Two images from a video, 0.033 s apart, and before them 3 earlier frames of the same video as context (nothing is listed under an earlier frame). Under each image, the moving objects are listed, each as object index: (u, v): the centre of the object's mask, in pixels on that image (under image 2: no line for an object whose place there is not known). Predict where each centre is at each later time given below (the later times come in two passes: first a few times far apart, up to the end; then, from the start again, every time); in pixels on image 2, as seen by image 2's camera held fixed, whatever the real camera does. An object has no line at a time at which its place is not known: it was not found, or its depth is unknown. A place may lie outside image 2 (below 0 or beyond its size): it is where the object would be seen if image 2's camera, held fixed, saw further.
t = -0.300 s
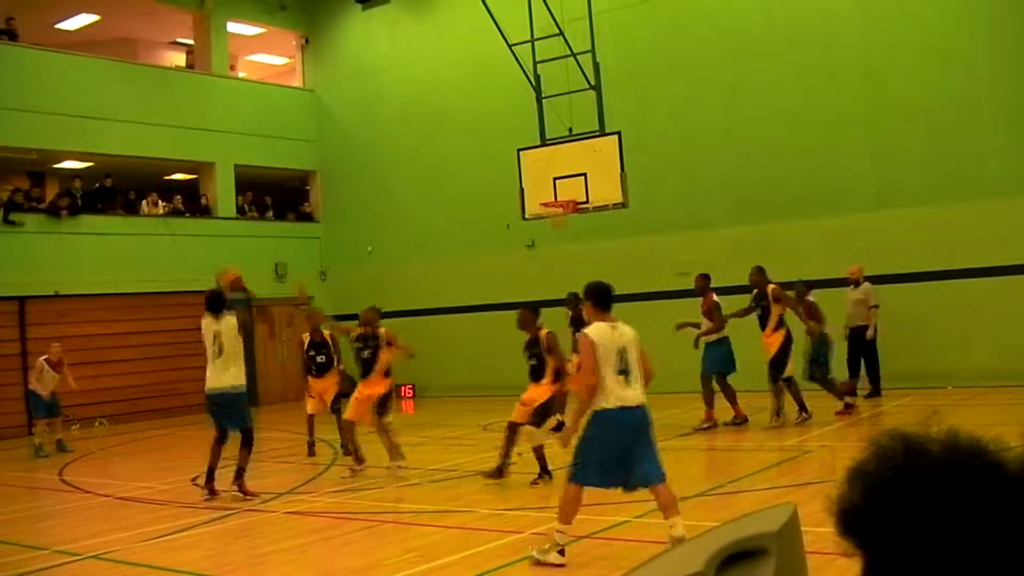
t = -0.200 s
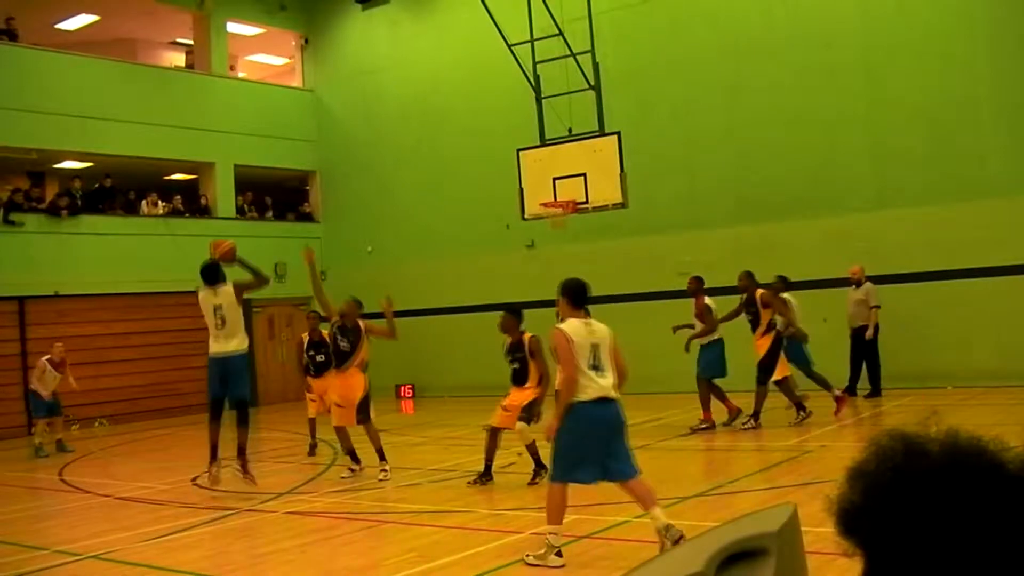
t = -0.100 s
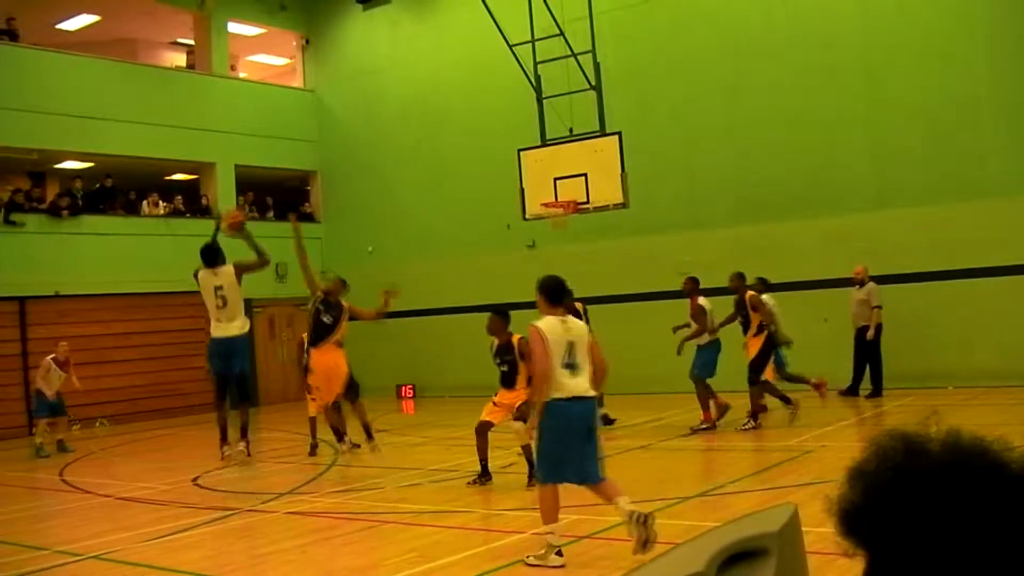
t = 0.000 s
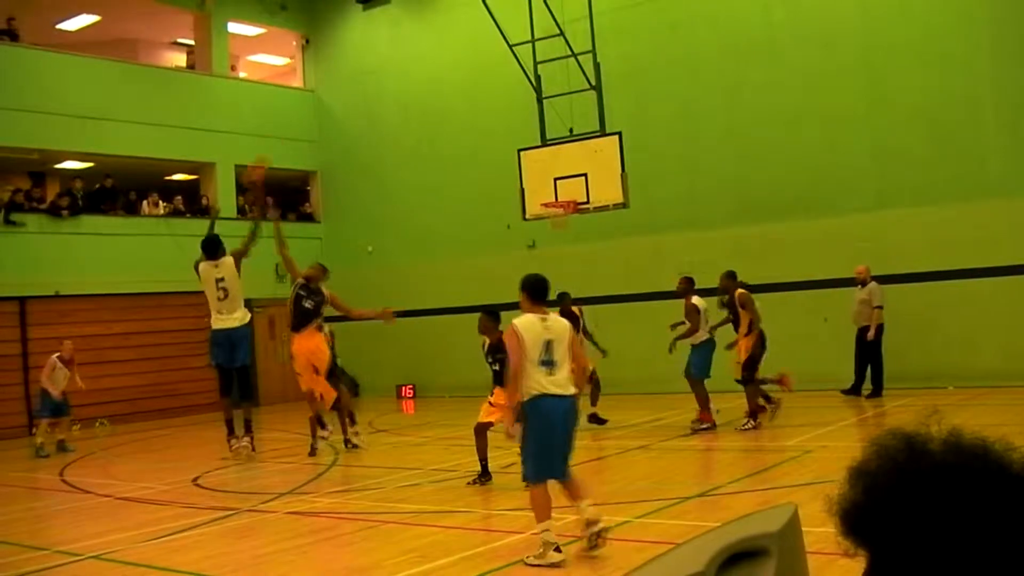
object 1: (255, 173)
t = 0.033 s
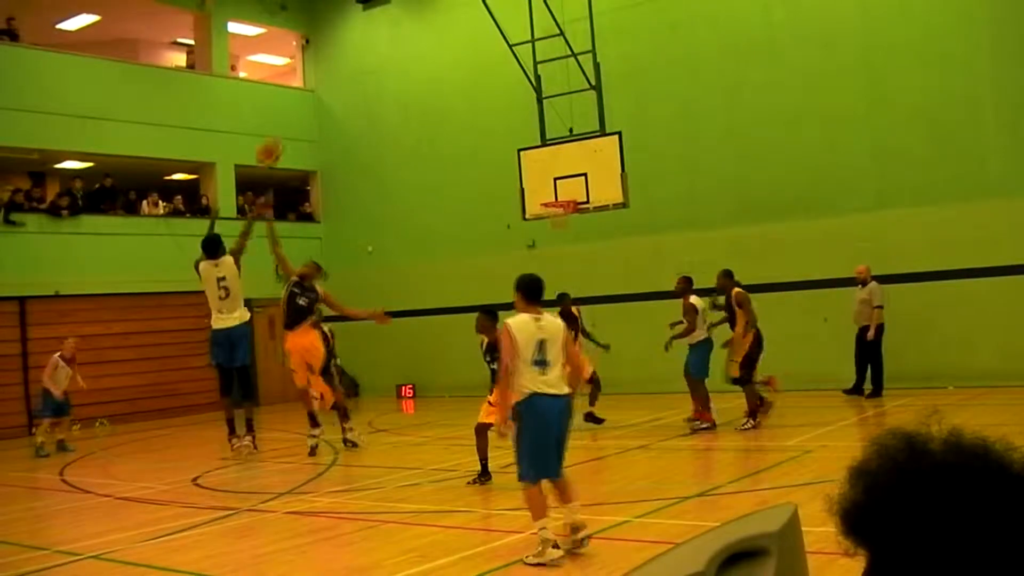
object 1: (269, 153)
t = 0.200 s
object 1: (322, 89)
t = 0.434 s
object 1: (388, 46)
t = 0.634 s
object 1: (437, 50)
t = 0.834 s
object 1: (483, 83)
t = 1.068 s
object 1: (533, 153)
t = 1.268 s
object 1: (559, 213)
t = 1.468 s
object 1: (556, 217)
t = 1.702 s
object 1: (558, 231)
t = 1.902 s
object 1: (564, 271)
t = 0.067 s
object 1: (279, 139)
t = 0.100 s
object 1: (290, 123)
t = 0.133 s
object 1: (301, 111)
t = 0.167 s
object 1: (312, 99)
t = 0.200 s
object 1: (322, 89)
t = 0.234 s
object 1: (331, 79)
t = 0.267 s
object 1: (341, 71)
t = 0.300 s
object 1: (351, 63)
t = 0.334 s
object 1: (360, 57)
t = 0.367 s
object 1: (369, 53)
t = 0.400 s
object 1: (379, 49)
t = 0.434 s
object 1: (388, 46)
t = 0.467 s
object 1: (396, 45)
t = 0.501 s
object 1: (405, 44)
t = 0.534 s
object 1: (413, 44)
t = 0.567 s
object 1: (421, 45)
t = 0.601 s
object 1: (429, 47)
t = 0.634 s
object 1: (437, 50)
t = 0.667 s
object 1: (445, 54)
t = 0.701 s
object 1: (452, 58)
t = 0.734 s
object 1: (460, 63)
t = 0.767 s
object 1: (467, 68)
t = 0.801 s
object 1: (475, 75)
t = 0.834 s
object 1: (483, 83)
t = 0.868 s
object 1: (490, 91)
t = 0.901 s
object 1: (498, 99)
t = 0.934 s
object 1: (504, 109)
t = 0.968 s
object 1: (511, 118)
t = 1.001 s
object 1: (518, 128)
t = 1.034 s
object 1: (525, 139)
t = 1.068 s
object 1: (533, 153)
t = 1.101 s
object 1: (539, 165)
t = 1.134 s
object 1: (545, 178)
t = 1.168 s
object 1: (553, 191)
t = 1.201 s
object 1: (558, 204)
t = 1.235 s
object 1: (559, 212)
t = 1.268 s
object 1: (559, 213)
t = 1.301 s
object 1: (559, 212)
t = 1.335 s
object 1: (558, 213)
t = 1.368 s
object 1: (558, 214)
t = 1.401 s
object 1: (557, 214)
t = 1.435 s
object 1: (557, 215)
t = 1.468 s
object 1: (556, 217)
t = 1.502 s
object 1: (556, 219)
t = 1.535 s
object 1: (556, 219)
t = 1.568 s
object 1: (556, 219)
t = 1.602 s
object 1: (556, 222)
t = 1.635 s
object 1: (557, 225)
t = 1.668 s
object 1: (558, 229)
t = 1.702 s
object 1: (558, 231)
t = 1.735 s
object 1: (560, 239)
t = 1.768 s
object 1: (560, 243)
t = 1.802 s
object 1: (561, 249)
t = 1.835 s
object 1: (562, 256)
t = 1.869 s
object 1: (563, 264)
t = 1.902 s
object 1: (564, 271)
